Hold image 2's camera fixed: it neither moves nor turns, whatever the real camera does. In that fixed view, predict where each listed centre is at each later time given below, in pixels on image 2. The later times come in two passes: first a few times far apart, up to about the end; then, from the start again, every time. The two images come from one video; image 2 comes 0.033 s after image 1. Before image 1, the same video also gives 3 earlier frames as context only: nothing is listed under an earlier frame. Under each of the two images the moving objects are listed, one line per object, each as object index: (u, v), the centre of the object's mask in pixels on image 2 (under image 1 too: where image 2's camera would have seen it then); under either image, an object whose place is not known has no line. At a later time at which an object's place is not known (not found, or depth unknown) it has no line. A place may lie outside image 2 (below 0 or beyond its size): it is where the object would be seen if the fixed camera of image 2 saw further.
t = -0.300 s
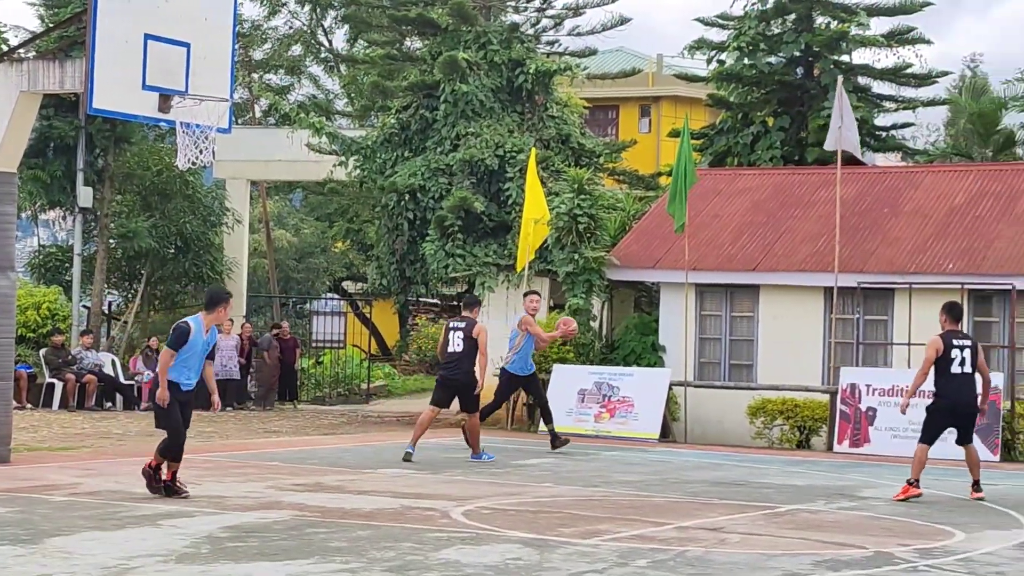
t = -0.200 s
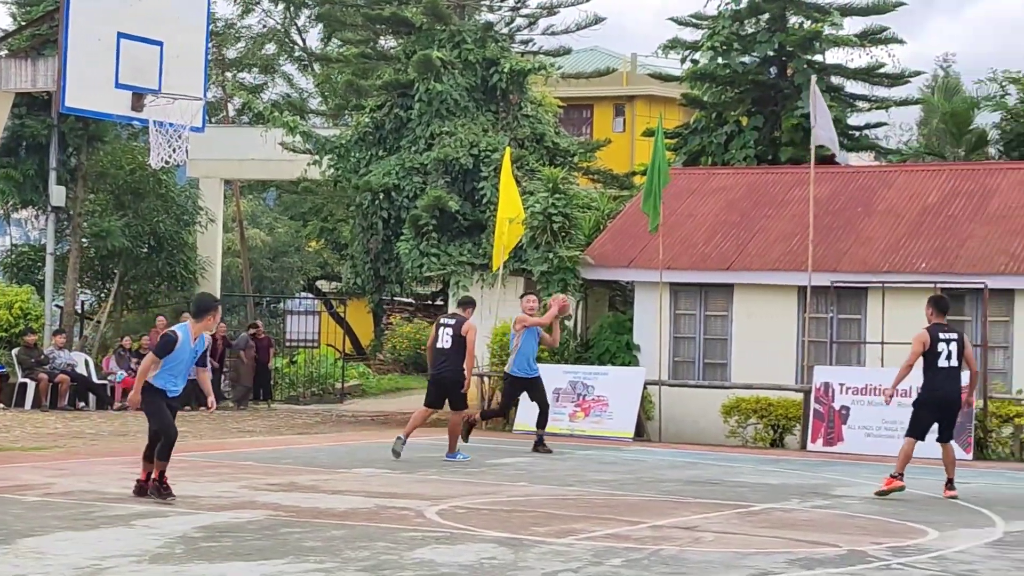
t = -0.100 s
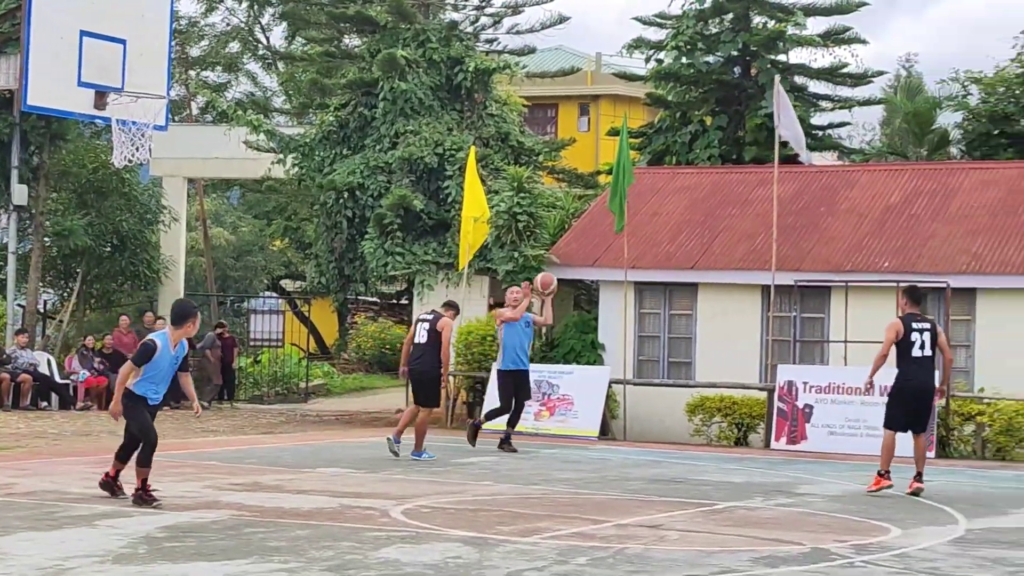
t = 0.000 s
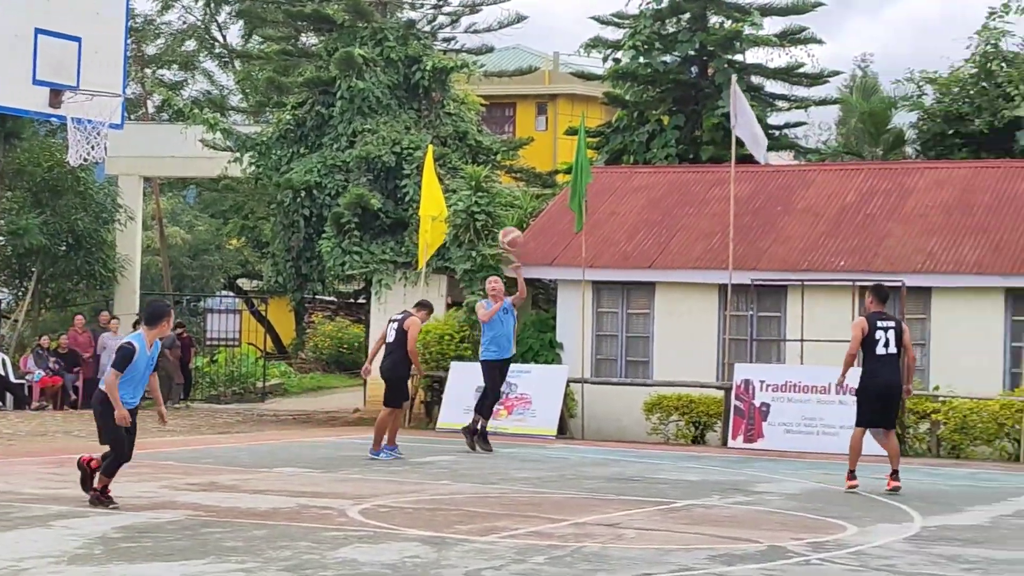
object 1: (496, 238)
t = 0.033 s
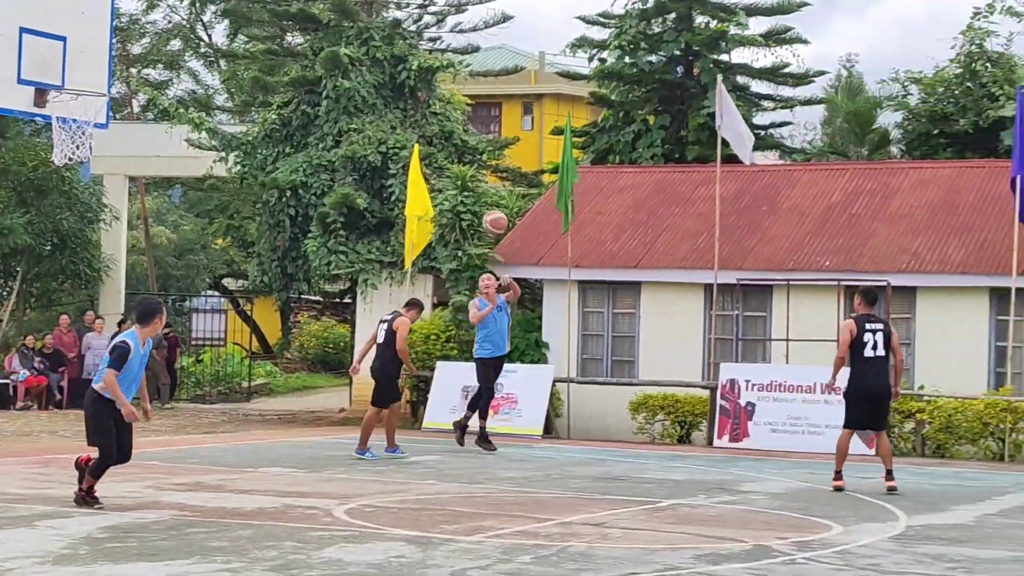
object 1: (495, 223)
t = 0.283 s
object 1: (481, 127)
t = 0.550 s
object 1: (459, 87)
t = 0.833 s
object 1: (426, 140)
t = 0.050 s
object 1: (495, 215)
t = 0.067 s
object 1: (494, 207)
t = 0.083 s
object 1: (493, 200)
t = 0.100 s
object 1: (493, 193)
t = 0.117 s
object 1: (491, 185)
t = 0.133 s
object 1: (490, 178)
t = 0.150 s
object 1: (489, 172)
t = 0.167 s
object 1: (488, 165)
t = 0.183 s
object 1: (487, 159)
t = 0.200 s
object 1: (486, 153)
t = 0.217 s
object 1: (485, 148)
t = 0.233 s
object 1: (484, 142)
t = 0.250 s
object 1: (483, 136)
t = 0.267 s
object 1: (482, 132)
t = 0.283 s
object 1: (481, 127)
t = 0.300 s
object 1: (479, 122)
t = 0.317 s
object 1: (479, 118)
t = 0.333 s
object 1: (477, 114)
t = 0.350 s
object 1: (476, 110)
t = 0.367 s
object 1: (475, 106)
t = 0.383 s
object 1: (474, 103)
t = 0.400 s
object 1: (472, 100)
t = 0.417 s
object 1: (471, 97)
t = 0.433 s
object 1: (470, 95)
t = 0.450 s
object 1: (468, 92)
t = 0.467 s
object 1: (467, 91)
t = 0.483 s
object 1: (466, 89)
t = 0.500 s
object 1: (464, 88)
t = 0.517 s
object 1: (462, 88)
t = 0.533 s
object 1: (461, 87)
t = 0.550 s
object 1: (459, 87)
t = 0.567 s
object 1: (457, 87)
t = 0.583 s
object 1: (456, 87)
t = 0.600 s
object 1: (454, 88)
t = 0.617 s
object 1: (452, 89)
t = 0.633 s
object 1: (451, 90)
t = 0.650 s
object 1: (448, 92)
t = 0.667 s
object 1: (447, 94)
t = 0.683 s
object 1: (445, 97)
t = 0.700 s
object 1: (443, 100)
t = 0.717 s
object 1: (441, 104)
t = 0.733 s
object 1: (439, 108)
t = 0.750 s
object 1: (437, 112)
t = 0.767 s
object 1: (435, 117)
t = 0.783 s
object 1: (433, 122)
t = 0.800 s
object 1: (431, 128)
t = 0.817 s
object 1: (429, 134)
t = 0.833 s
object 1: (426, 140)
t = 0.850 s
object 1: (424, 148)
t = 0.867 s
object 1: (422, 155)
